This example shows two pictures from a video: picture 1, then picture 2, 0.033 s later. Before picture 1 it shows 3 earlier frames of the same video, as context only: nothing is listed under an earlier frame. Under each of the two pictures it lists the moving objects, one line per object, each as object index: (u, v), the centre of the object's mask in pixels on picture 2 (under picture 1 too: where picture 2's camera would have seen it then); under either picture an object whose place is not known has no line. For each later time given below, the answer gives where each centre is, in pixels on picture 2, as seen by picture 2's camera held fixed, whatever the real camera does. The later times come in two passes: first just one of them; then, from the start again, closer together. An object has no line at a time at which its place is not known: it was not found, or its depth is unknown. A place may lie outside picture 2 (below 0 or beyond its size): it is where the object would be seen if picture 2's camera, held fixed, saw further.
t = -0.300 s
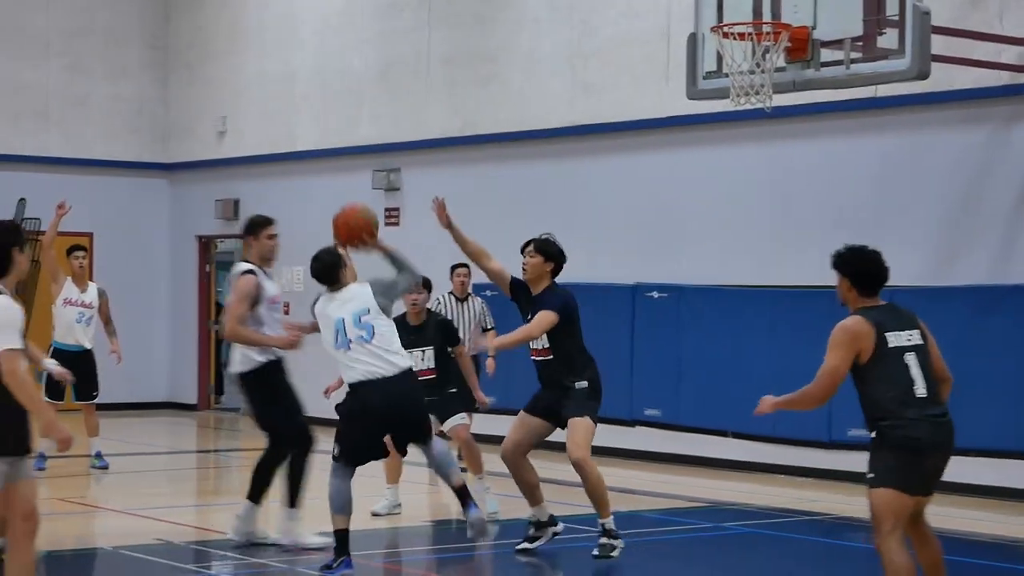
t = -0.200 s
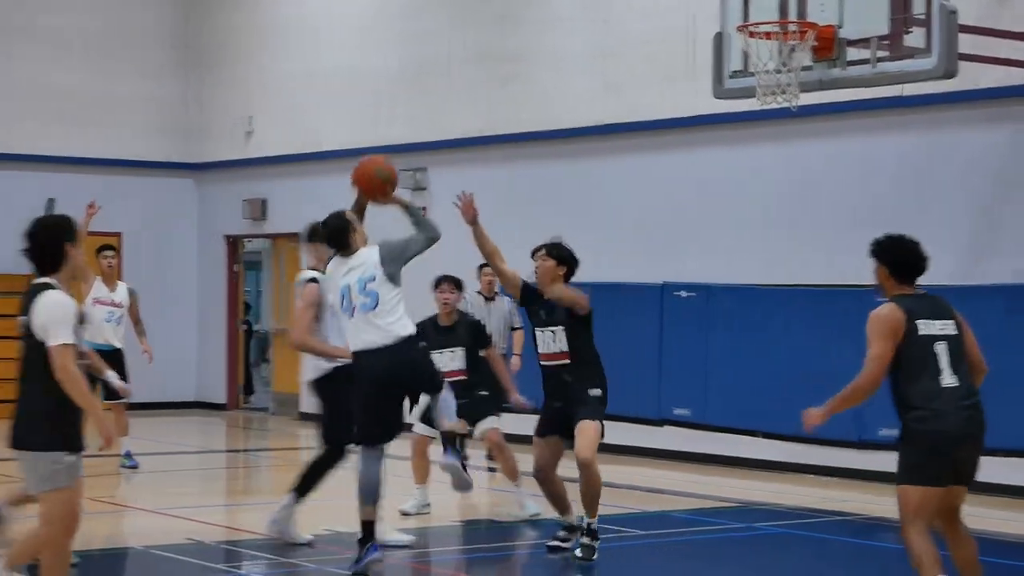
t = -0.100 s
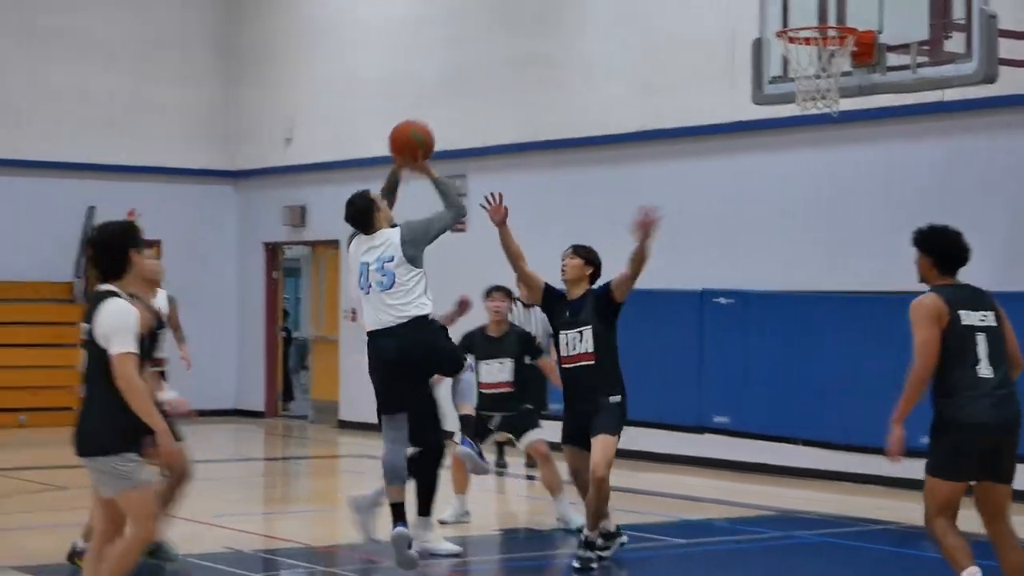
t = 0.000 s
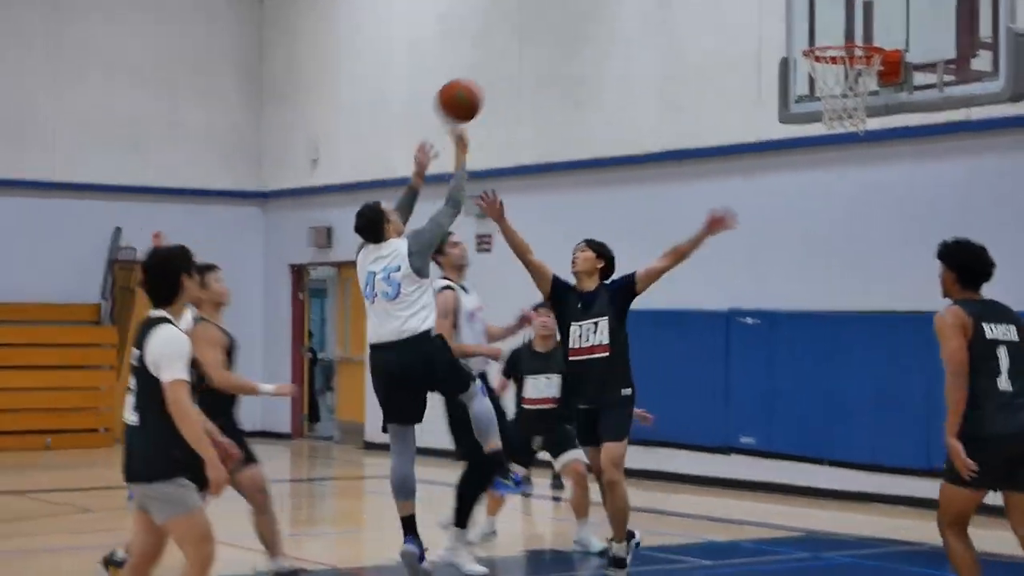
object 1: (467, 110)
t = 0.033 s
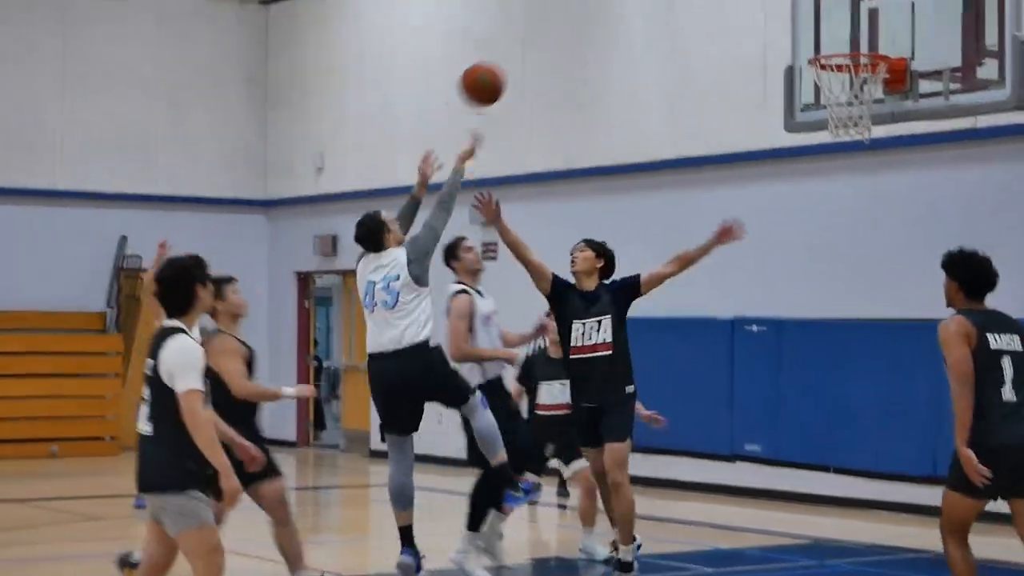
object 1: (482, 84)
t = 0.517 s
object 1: (724, -43)
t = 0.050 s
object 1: (491, 72)
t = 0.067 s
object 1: (500, 61)
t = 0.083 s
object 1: (508, 50)
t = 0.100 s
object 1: (516, 39)
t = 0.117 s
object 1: (525, 30)
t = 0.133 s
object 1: (533, 21)
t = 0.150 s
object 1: (541, 12)
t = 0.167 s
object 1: (549, 4)
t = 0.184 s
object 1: (558, -3)
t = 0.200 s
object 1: (566, -10)
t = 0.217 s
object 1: (575, -15)
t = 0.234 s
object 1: (583, -19)
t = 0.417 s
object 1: (673, -36)
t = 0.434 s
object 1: (682, -38)
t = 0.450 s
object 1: (691, -39)
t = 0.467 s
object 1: (699, -40)
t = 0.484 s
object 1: (708, -41)
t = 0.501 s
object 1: (716, -42)
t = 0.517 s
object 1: (724, -43)
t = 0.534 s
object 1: (732, -42)
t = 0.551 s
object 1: (739, -39)
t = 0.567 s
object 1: (746, -35)
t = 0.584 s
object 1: (754, -30)
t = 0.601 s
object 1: (761, -25)
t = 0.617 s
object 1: (769, -19)
